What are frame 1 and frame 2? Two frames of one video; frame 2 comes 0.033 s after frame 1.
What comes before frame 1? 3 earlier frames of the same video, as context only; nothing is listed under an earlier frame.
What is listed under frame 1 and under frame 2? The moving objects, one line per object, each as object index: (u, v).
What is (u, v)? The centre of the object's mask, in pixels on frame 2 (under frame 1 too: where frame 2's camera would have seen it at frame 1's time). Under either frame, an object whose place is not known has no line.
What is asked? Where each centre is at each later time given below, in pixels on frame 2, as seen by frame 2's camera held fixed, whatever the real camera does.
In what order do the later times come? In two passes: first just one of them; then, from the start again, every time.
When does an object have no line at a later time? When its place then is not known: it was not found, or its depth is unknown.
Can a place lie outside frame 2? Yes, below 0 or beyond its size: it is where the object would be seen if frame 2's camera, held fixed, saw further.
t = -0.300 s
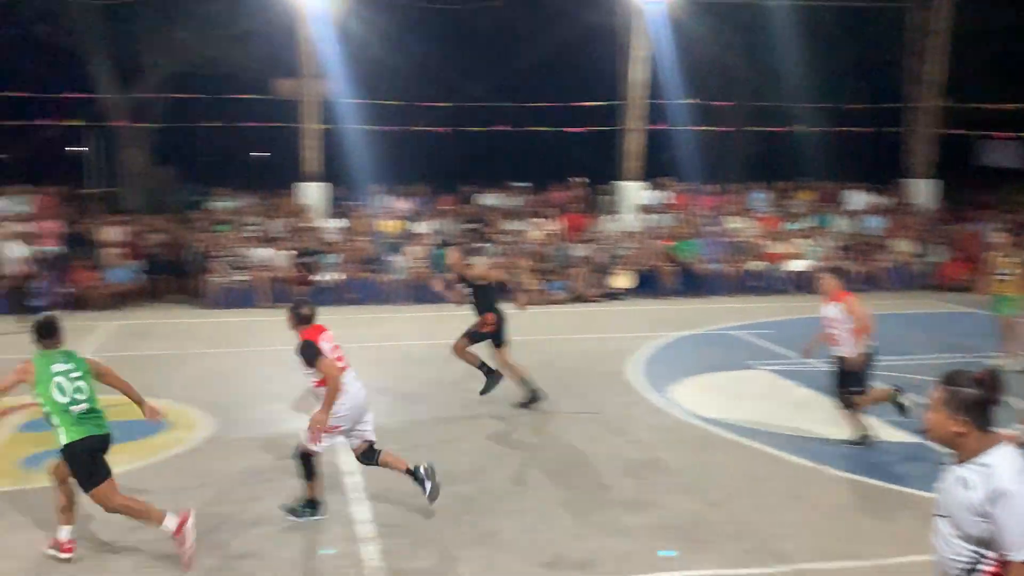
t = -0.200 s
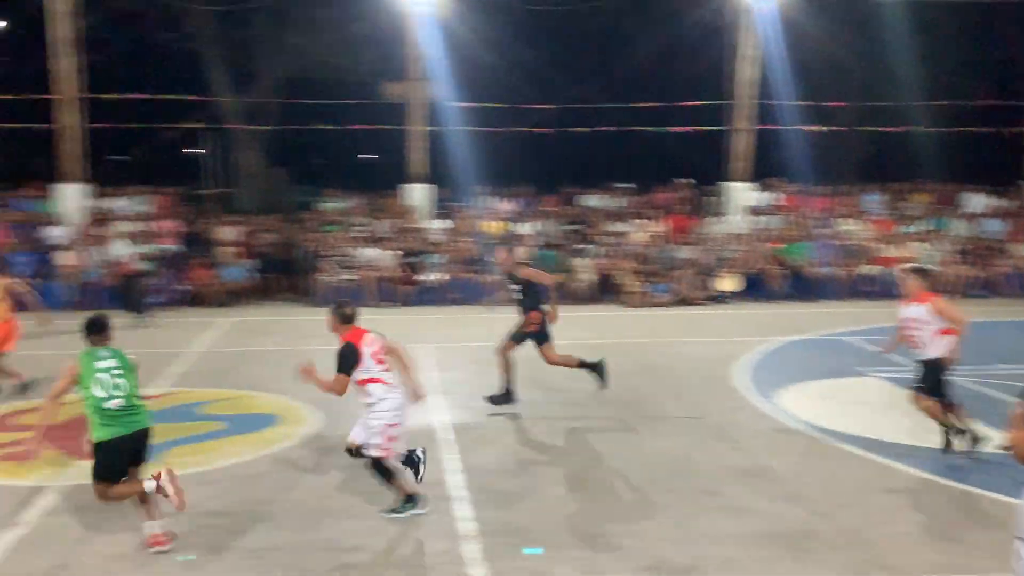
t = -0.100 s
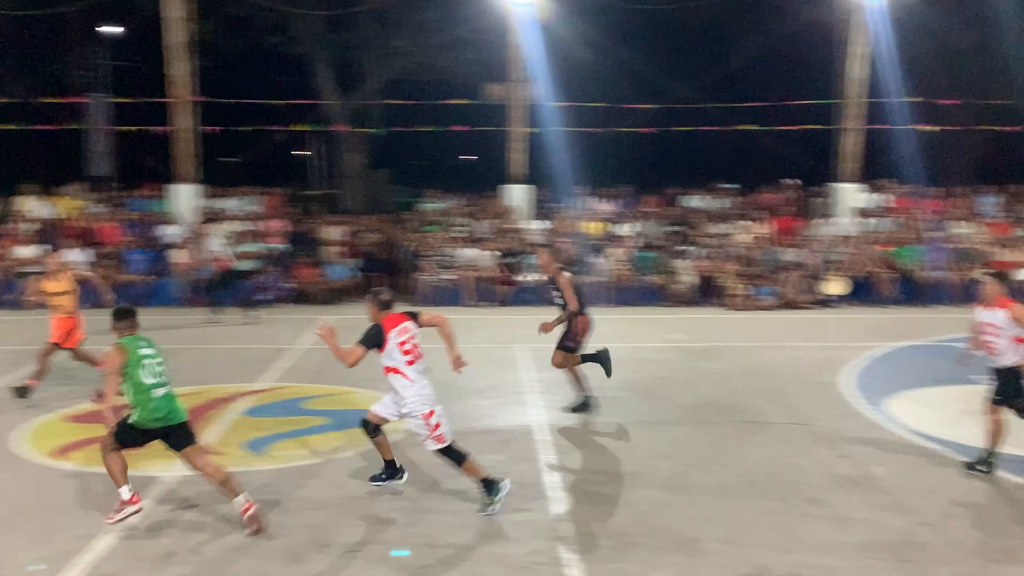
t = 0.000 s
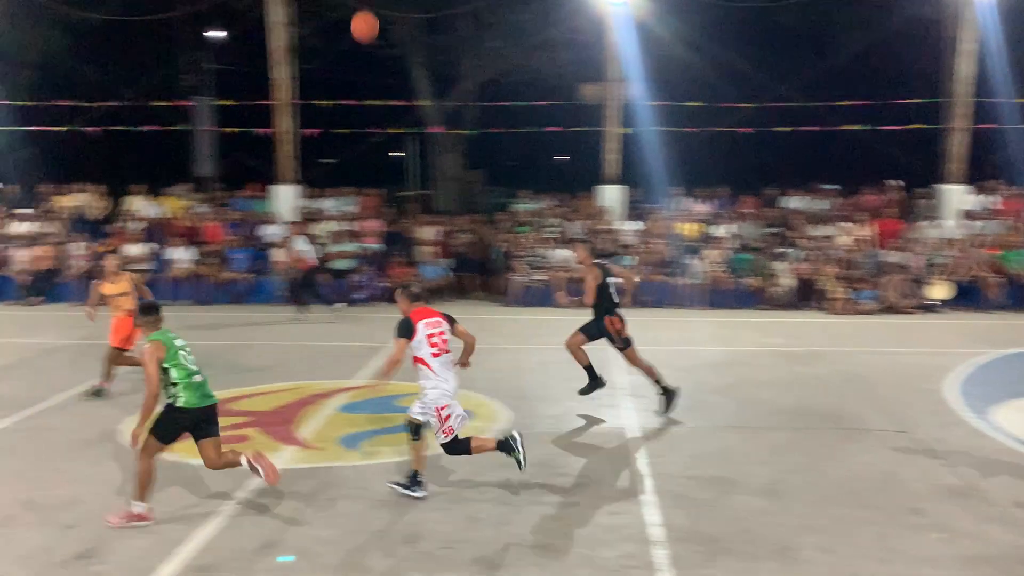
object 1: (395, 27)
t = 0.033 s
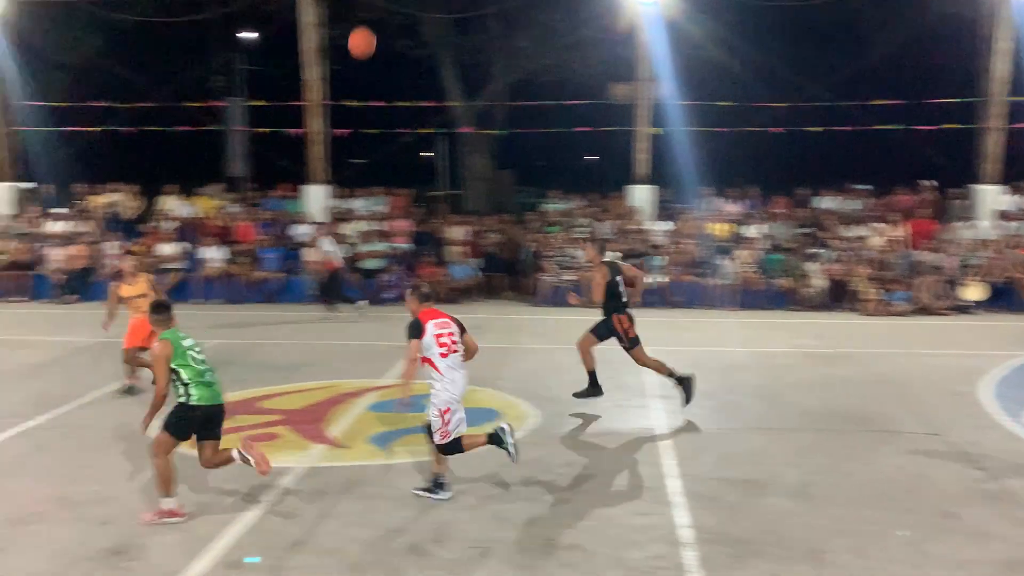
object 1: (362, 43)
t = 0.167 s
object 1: (236, 112)
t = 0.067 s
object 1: (329, 59)
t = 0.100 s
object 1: (296, 76)
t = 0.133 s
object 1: (266, 93)
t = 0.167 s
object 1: (236, 112)
